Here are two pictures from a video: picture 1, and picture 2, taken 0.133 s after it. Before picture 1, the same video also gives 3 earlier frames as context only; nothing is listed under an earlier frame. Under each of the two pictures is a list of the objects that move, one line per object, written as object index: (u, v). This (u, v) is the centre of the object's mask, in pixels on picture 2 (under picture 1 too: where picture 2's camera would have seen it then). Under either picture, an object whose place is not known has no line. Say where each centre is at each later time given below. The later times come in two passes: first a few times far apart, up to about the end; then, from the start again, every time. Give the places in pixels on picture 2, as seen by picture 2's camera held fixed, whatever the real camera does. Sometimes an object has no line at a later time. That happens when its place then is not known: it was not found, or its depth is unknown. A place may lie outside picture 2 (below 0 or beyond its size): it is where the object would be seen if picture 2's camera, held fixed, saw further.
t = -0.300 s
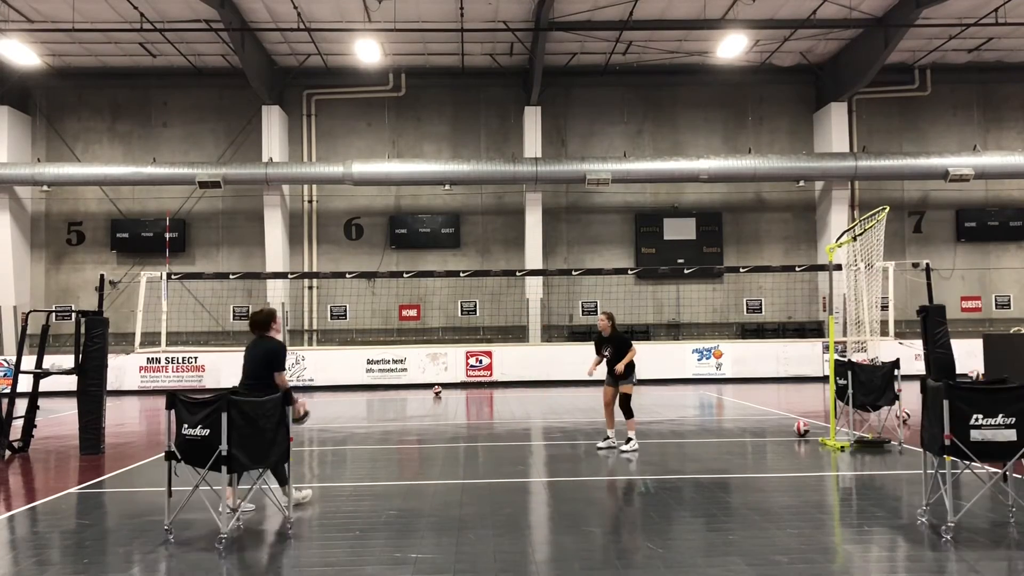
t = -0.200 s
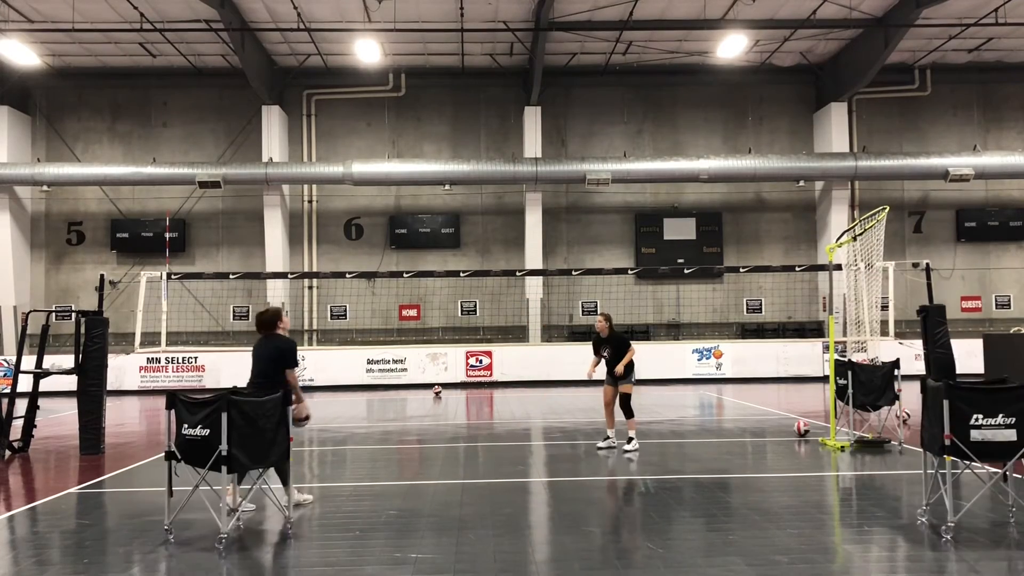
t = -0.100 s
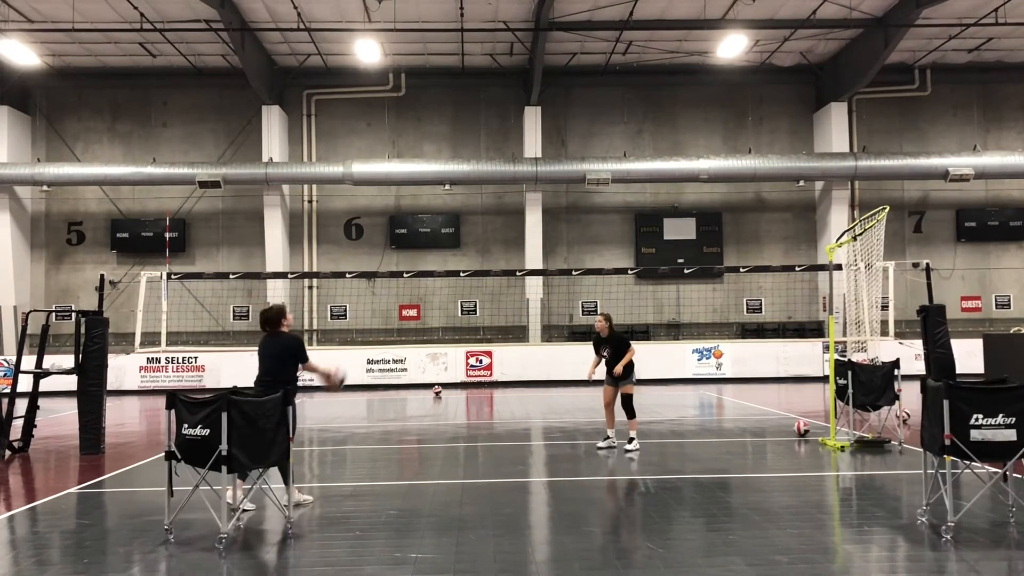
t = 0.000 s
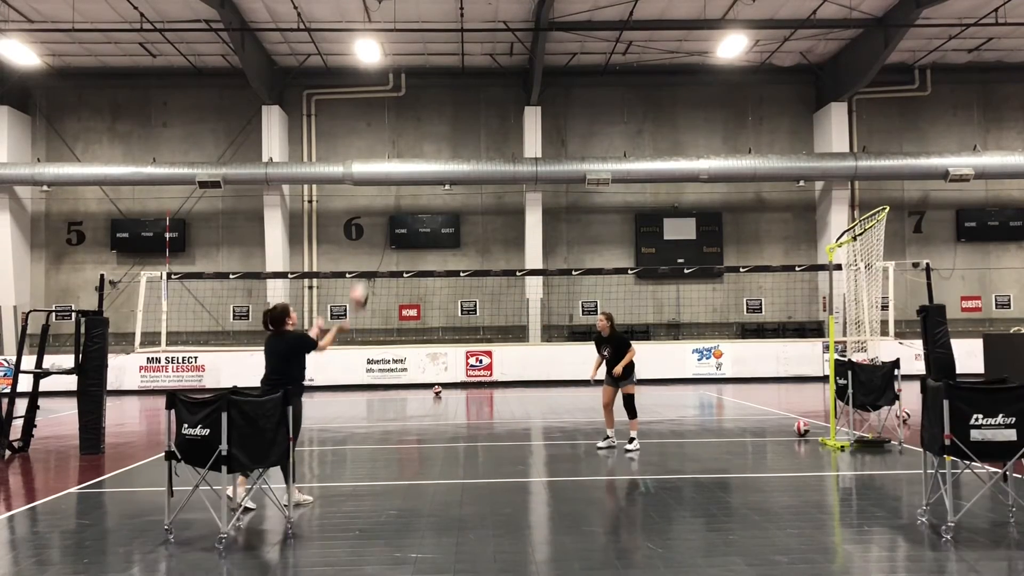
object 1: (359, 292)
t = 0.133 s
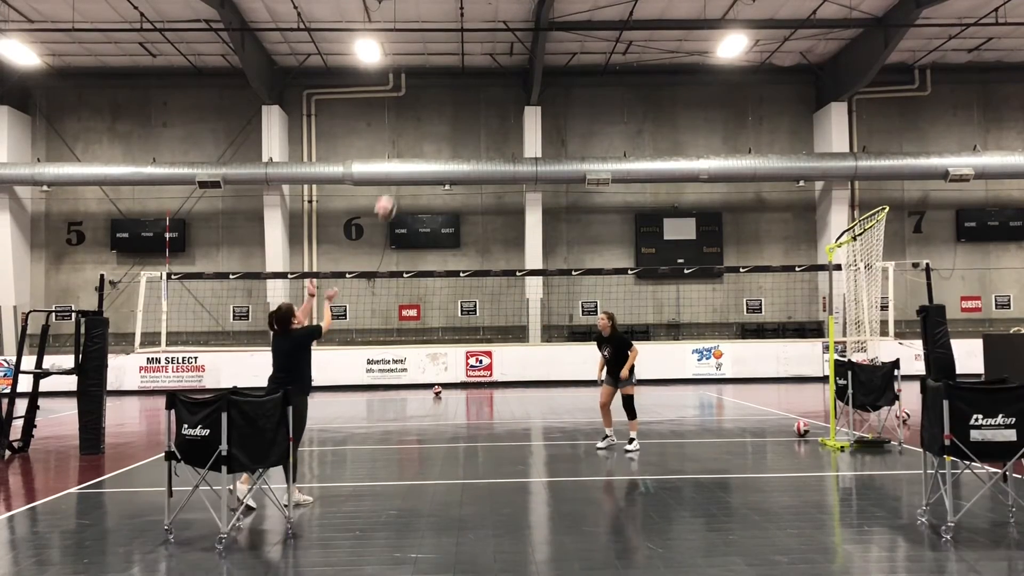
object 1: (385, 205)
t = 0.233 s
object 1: (403, 153)
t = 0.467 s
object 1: (442, 86)
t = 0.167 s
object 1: (391, 186)
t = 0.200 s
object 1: (398, 173)
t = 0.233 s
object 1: (403, 153)
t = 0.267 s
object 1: (409, 140)
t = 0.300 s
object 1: (415, 127)
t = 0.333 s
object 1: (421, 116)
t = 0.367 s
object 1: (427, 106)
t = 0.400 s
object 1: (432, 97)
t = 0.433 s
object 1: (437, 92)
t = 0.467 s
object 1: (442, 86)
